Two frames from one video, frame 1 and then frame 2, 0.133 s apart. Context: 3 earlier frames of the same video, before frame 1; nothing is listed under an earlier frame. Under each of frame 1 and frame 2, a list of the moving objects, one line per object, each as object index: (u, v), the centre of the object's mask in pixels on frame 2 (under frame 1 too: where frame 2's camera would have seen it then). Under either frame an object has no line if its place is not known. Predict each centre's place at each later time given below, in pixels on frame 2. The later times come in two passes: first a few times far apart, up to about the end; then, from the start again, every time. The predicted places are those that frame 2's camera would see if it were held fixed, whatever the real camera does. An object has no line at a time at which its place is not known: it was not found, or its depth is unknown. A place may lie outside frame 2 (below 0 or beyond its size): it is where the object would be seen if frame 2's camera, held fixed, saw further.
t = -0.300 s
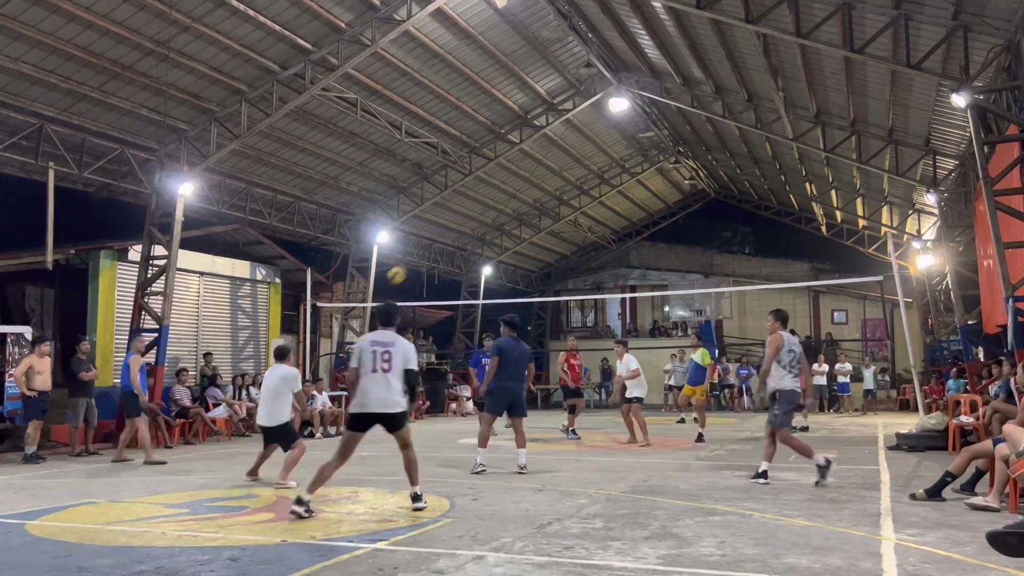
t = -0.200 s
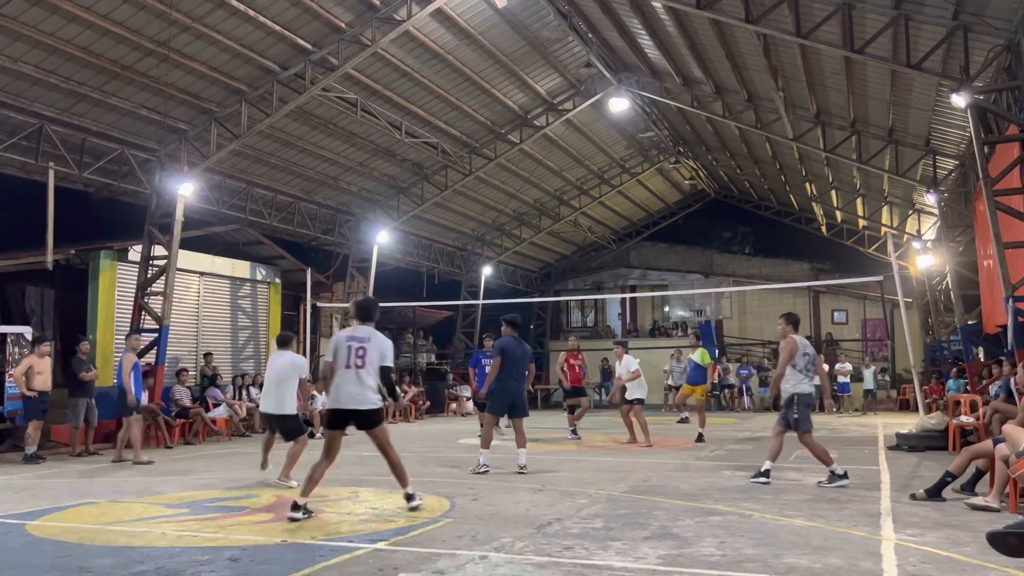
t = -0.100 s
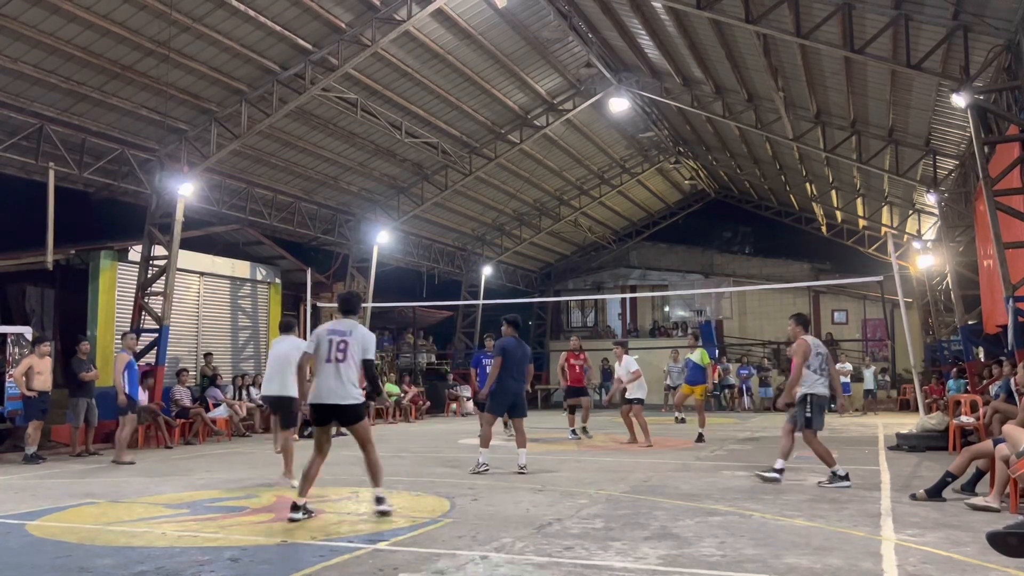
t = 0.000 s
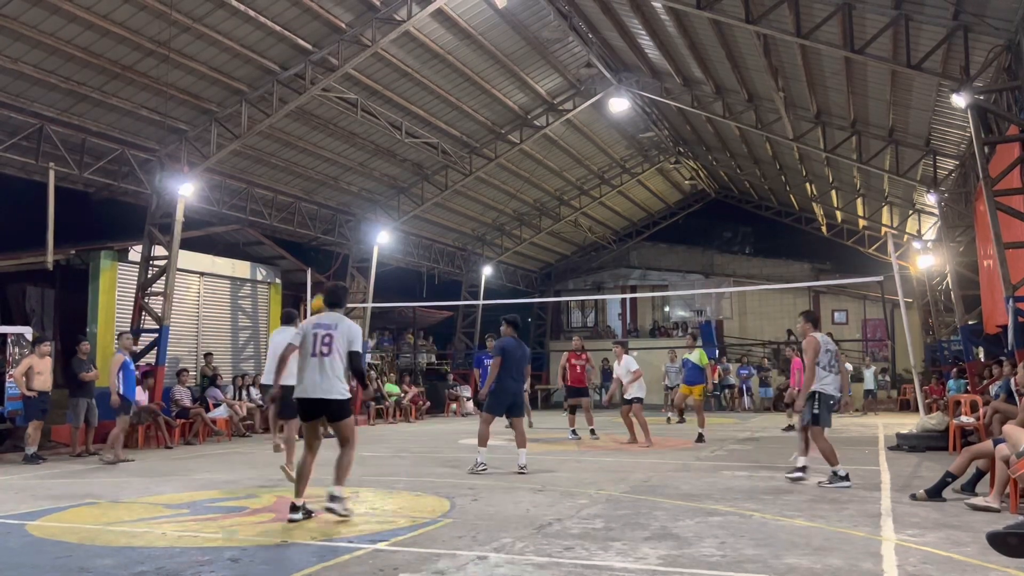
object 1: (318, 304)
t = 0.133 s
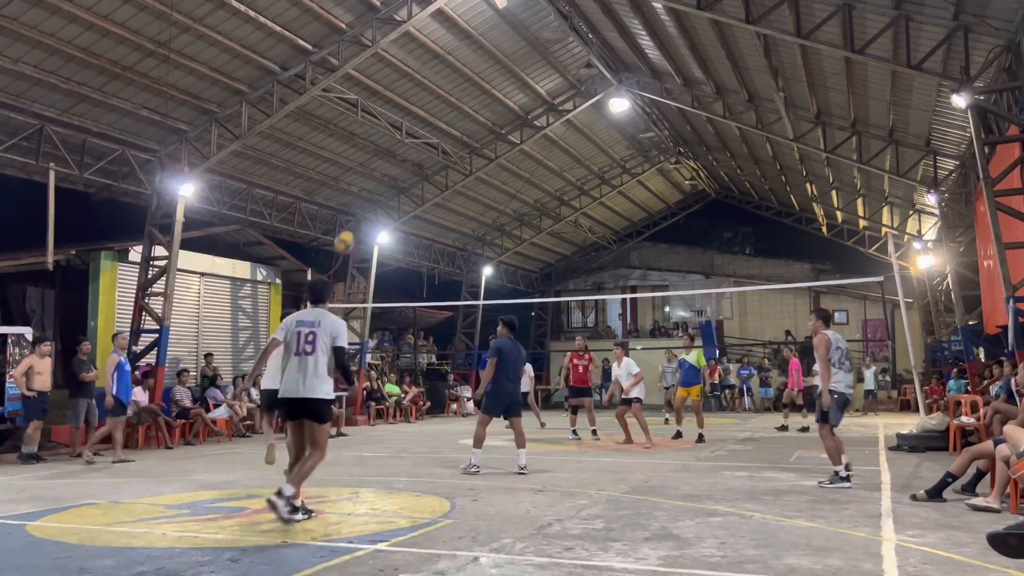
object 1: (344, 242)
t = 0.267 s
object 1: (364, 199)
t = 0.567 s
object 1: (397, 166)
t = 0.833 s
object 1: (422, 191)
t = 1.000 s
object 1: (436, 227)
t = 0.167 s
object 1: (349, 229)
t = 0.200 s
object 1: (354, 219)
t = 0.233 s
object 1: (359, 208)
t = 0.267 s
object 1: (364, 199)
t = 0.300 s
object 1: (368, 191)
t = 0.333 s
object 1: (372, 186)
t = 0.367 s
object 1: (376, 180)
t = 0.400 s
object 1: (380, 176)
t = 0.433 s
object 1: (384, 172)
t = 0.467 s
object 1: (387, 170)
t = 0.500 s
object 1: (391, 168)
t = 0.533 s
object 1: (394, 167)
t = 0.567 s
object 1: (397, 166)
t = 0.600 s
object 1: (401, 167)
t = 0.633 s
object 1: (404, 169)
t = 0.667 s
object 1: (408, 171)
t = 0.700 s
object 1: (411, 174)
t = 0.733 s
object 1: (414, 178)
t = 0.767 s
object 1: (417, 182)
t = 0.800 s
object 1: (418, 186)
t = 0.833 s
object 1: (422, 191)
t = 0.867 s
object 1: (424, 197)
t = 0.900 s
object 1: (427, 203)
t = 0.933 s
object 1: (430, 211)
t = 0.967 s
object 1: (433, 219)
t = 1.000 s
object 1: (436, 227)
